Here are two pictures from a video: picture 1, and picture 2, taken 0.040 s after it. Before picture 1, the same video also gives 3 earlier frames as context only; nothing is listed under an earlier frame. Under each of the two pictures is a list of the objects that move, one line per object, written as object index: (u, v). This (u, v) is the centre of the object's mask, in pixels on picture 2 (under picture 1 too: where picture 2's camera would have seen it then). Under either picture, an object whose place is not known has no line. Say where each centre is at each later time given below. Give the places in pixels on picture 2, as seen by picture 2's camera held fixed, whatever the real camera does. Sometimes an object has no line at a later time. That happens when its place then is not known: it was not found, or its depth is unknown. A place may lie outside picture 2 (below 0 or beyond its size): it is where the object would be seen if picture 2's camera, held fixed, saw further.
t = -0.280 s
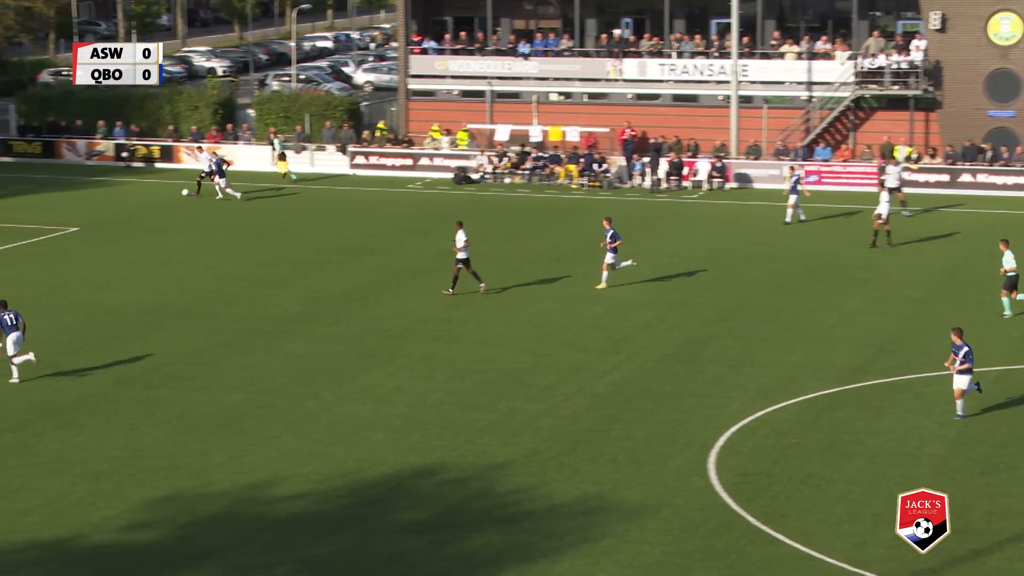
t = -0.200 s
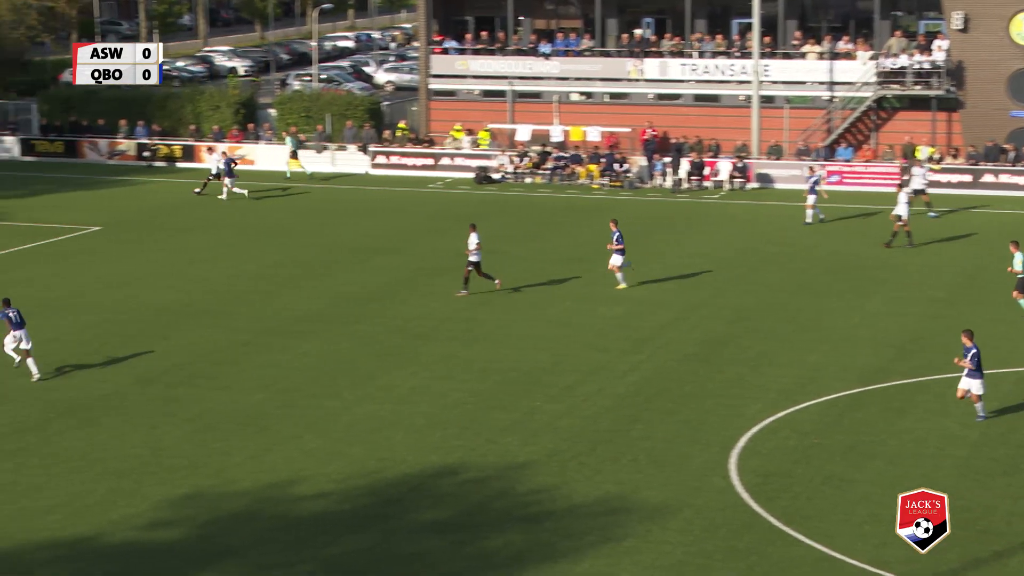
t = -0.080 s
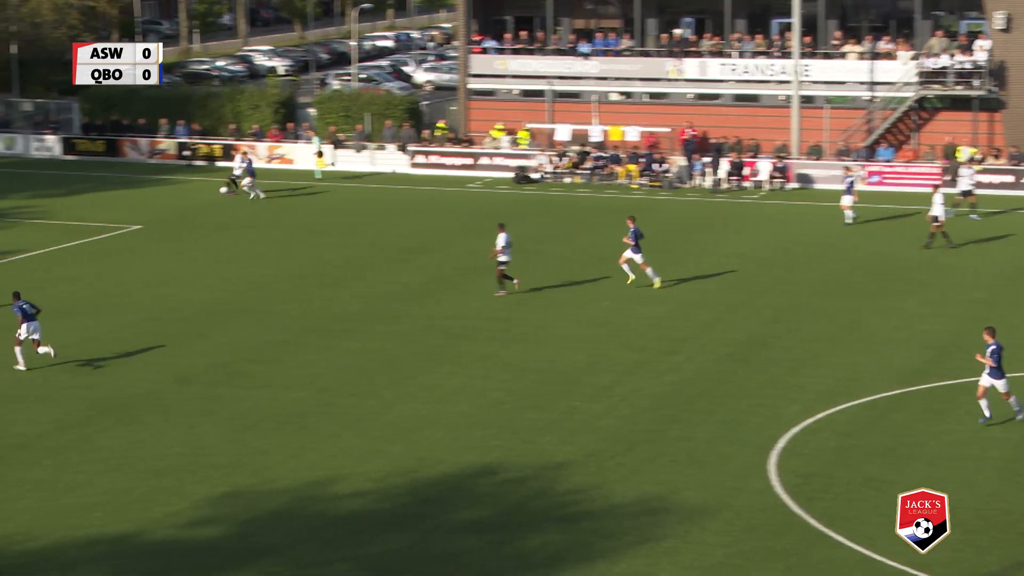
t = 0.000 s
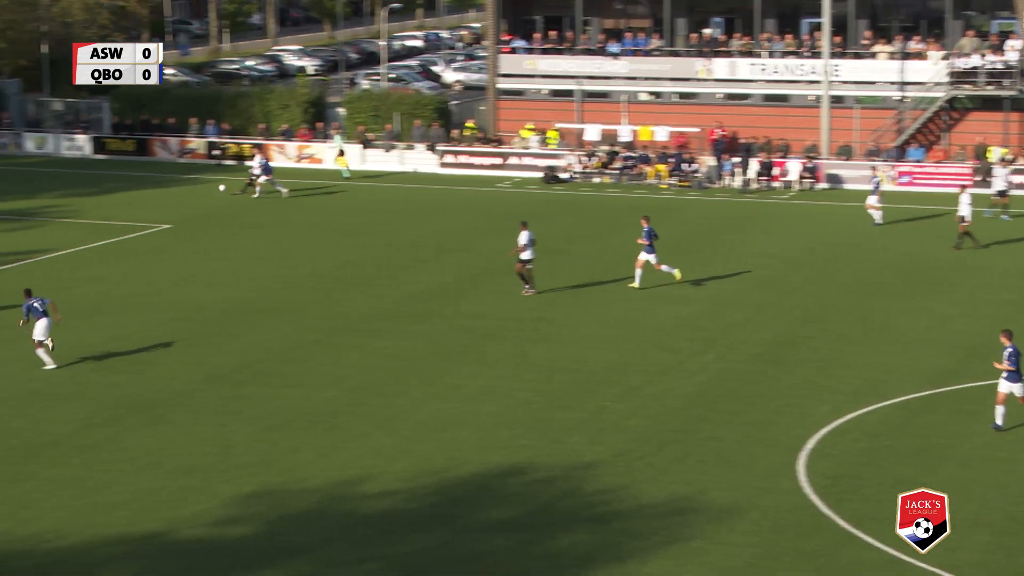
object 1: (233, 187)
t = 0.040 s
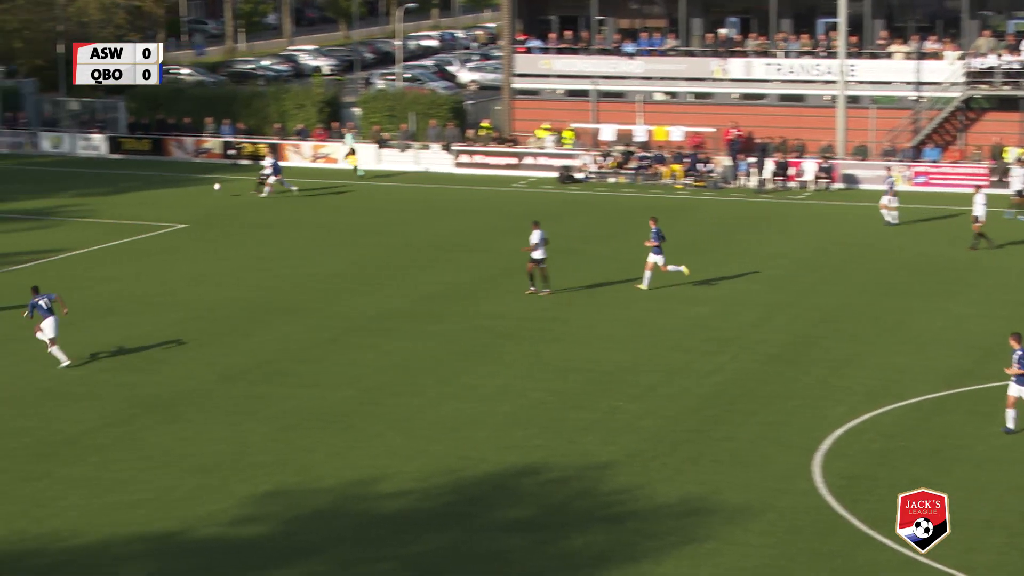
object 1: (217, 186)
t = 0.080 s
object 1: (201, 186)
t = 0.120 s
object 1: (185, 186)
